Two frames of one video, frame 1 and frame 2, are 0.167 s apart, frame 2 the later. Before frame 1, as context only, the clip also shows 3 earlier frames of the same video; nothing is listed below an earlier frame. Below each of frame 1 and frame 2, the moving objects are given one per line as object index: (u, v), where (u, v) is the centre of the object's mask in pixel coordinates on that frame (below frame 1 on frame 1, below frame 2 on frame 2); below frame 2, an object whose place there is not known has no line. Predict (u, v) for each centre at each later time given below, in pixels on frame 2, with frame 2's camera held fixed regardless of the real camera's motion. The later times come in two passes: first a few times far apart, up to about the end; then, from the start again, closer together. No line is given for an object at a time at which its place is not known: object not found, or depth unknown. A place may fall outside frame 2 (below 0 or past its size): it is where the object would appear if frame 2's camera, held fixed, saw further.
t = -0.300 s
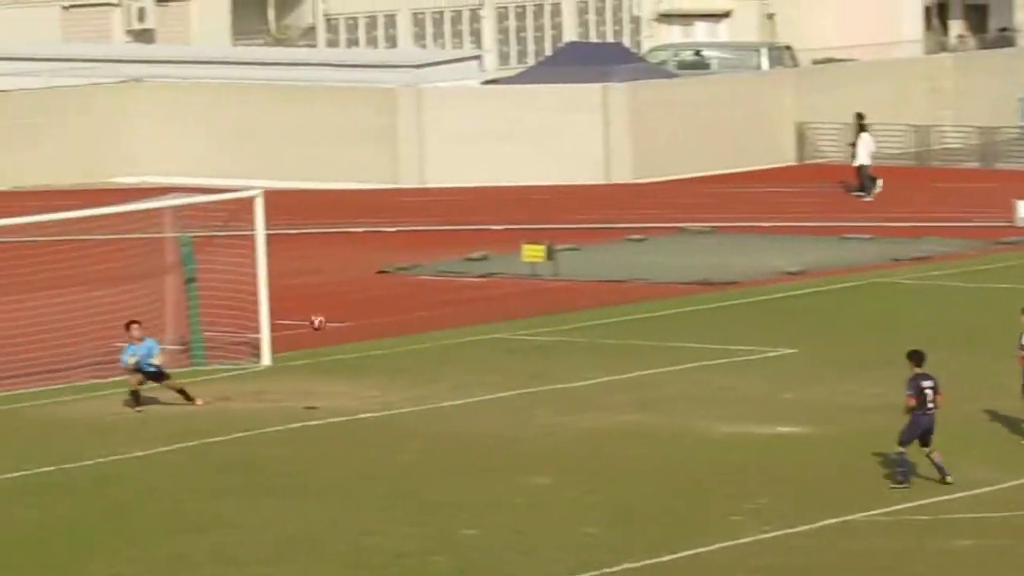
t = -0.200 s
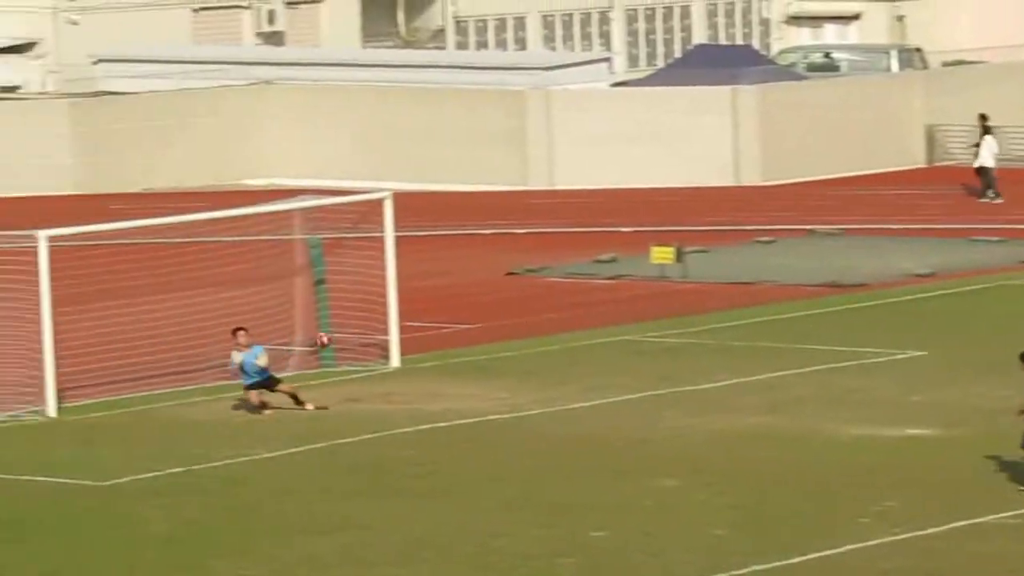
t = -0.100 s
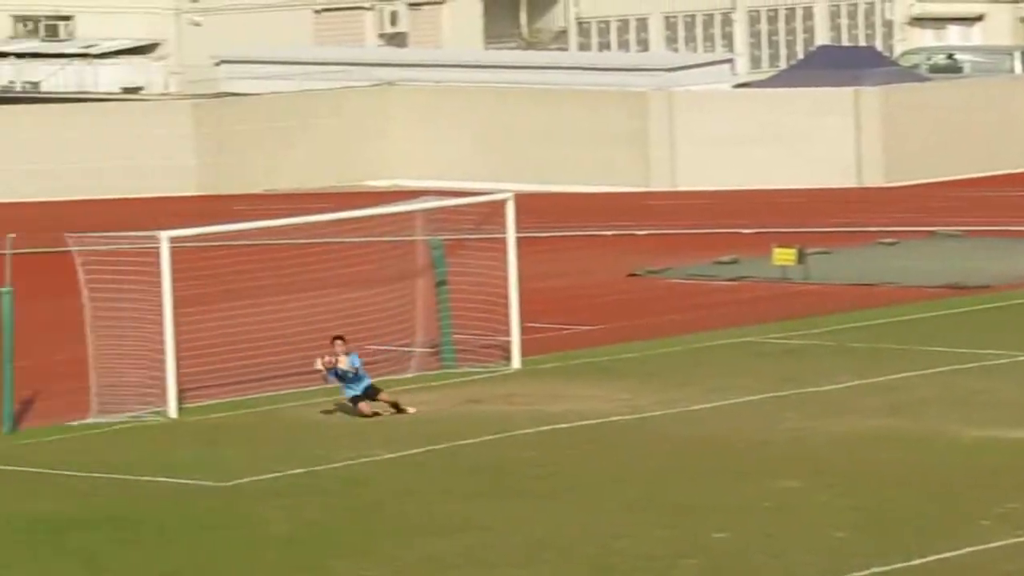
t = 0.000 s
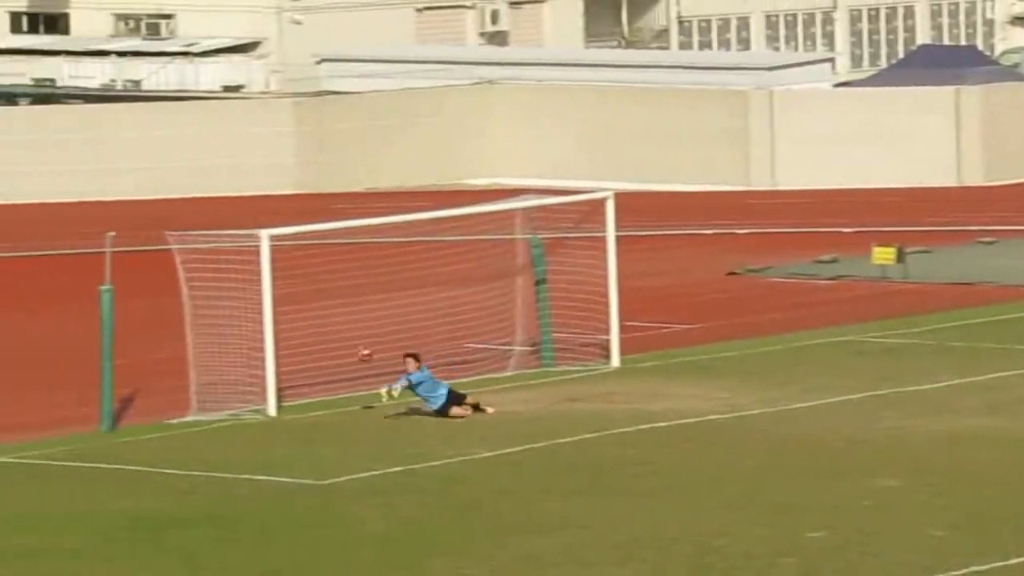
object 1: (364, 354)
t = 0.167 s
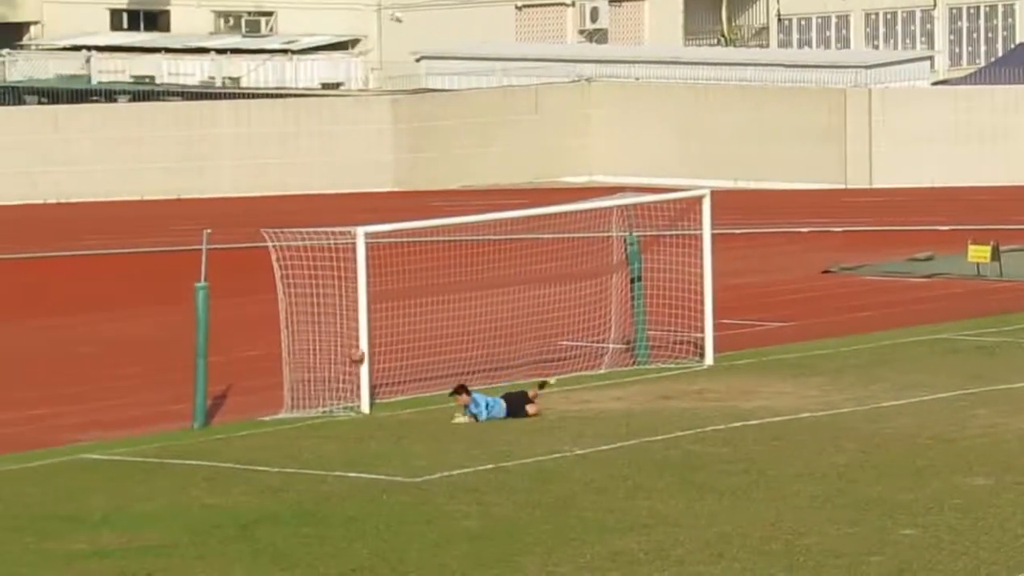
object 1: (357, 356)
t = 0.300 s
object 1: (285, 372)
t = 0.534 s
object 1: (163, 429)
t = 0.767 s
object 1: (91, 418)
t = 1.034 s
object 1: (17, 423)
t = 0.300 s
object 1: (285, 372)
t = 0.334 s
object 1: (268, 378)
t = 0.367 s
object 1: (250, 385)
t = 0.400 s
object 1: (231, 392)
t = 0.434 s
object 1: (215, 400)
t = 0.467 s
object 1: (197, 411)
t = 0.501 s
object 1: (181, 423)
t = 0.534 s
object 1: (163, 429)
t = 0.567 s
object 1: (154, 428)
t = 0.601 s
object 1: (143, 423)
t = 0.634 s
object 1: (132, 420)
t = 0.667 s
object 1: (122, 418)
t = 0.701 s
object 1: (111, 417)
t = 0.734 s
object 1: (101, 417)
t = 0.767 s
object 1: (91, 418)
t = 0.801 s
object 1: (80, 419)
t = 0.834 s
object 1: (70, 422)
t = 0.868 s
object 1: (60, 425)
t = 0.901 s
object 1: (50, 430)
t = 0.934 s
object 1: (41, 430)
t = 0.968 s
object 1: (33, 429)
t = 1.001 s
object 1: (24, 425)
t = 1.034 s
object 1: (17, 423)
